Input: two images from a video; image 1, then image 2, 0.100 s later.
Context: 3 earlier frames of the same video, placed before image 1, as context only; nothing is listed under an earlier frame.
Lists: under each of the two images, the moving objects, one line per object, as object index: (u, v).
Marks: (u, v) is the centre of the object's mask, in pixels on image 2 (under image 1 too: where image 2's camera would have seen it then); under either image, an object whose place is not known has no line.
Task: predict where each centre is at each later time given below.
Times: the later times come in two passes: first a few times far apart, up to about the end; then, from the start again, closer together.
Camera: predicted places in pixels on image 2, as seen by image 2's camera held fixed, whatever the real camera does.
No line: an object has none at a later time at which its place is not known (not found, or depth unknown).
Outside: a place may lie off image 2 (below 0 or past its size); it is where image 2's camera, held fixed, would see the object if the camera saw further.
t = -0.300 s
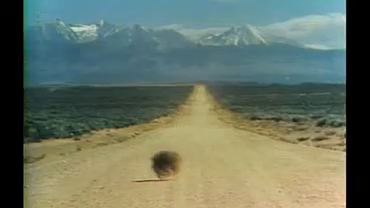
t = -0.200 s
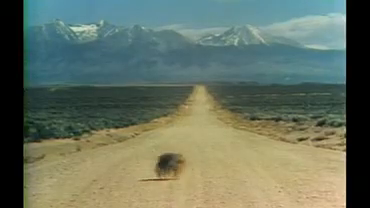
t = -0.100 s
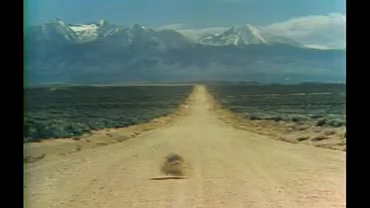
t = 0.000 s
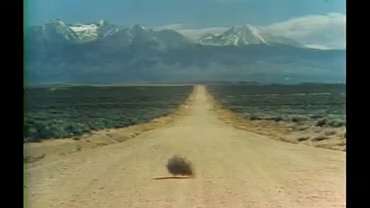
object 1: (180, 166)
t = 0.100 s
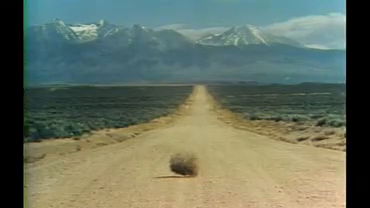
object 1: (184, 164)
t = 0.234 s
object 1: (185, 167)
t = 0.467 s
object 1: (190, 161)
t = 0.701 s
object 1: (195, 159)
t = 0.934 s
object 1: (198, 163)
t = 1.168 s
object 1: (203, 161)
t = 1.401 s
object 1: (213, 157)
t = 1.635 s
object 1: (221, 158)
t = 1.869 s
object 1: (226, 159)
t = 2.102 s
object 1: (232, 158)
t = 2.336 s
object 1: (237, 153)
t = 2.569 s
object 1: (243, 156)
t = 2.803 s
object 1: (241, 157)
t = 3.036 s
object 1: (242, 152)
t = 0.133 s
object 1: (184, 164)
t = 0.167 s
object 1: (185, 166)
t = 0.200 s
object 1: (185, 166)
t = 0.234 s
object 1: (185, 167)
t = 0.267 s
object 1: (186, 167)
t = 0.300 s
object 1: (186, 165)
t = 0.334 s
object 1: (187, 163)
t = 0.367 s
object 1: (188, 161)
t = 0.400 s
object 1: (189, 160)
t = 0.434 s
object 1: (189, 160)
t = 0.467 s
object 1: (190, 161)
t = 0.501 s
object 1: (191, 161)
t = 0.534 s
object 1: (191, 162)
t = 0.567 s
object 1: (192, 161)
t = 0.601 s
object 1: (192, 161)
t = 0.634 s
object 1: (194, 160)
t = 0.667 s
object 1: (194, 160)
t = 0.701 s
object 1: (195, 159)
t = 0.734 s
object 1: (195, 159)
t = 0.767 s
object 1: (196, 160)
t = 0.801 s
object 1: (196, 161)
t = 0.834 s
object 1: (197, 162)
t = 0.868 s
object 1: (197, 163)
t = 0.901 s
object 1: (197, 163)
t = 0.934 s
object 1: (198, 163)
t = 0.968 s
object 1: (199, 162)
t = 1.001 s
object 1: (201, 162)
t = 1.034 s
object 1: (201, 162)
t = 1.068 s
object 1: (202, 161)
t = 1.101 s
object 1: (203, 161)
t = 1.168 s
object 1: (203, 161)
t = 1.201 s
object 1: (205, 161)
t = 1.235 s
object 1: (205, 161)
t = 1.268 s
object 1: (206, 161)
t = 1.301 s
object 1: (208, 160)
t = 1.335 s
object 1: (209, 158)
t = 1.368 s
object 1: (211, 157)
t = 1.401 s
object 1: (213, 157)
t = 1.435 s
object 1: (213, 157)
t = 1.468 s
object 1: (215, 157)
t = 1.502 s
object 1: (217, 157)
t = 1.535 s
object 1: (218, 157)
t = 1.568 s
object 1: (219, 158)
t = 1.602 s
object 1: (219, 157)
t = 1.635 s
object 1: (221, 158)
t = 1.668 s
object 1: (222, 158)
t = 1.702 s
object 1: (220, 158)
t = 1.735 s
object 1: (224, 160)
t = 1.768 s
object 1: (223, 160)
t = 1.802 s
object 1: (223, 160)
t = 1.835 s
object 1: (225, 159)
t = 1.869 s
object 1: (226, 159)
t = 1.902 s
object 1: (227, 159)
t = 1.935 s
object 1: (228, 159)
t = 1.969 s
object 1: (229, 159)
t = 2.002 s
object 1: (229, 158)
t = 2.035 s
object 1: (230, 158)
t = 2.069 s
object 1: (231, 158)
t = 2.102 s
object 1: (232, 158)
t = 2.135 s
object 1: (233, 156)
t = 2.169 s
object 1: (234, 154)
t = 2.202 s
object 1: (234, 154)
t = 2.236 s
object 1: (235, 153)
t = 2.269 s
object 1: (236, 152)
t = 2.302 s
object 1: (236, 152)
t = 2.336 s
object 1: (237, 153)
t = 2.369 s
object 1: (238, 153)
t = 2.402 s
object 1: (238, 154)
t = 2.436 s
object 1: (238, 154)
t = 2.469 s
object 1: (239, 154)
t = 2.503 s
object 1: (240, 155)
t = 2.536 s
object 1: (241, 156)
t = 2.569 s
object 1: (243, 156)
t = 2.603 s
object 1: (244, 157)
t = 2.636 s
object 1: (244, 157)
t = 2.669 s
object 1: (244, 155)
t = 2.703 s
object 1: (244, 154)
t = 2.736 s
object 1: (243, 154)
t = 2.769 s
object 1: (243, 155)
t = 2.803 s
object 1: (241, 157)
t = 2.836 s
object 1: (240, 157)
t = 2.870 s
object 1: (240, 157)
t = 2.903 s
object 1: (240, 156)
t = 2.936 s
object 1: (240, 155)
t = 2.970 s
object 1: (241, 153)
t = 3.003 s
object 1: (242, 152)
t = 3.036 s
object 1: (242, 152)
